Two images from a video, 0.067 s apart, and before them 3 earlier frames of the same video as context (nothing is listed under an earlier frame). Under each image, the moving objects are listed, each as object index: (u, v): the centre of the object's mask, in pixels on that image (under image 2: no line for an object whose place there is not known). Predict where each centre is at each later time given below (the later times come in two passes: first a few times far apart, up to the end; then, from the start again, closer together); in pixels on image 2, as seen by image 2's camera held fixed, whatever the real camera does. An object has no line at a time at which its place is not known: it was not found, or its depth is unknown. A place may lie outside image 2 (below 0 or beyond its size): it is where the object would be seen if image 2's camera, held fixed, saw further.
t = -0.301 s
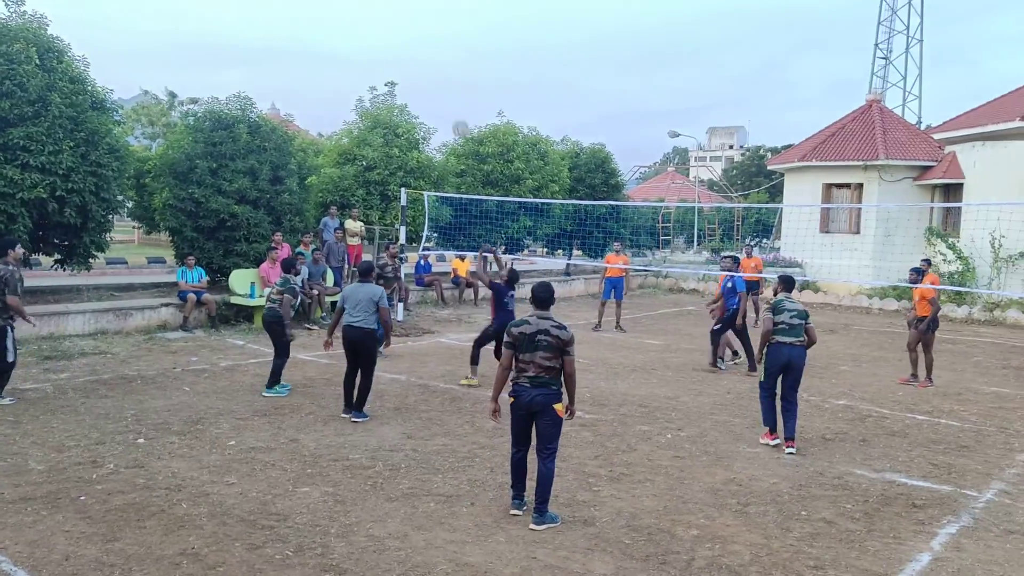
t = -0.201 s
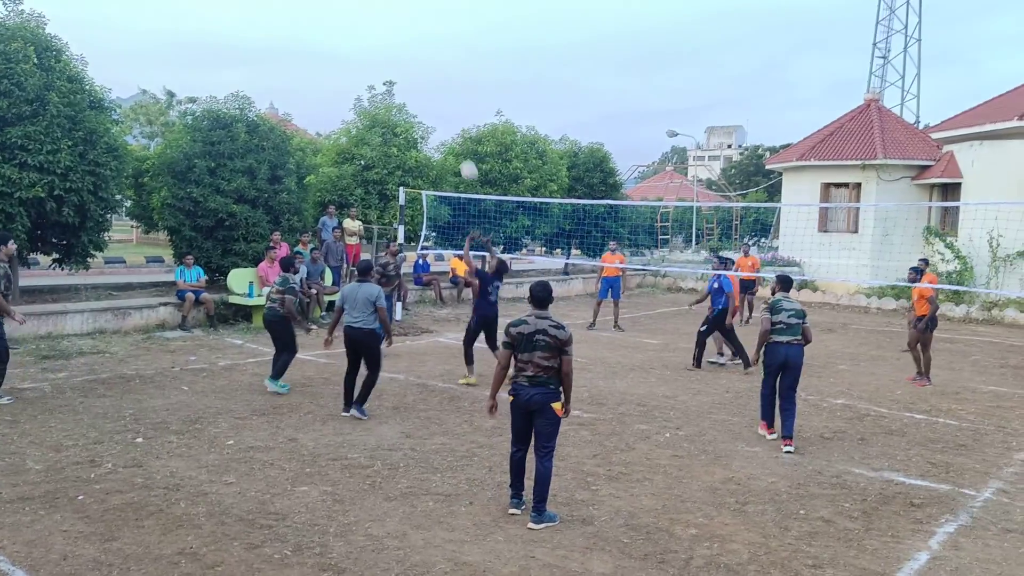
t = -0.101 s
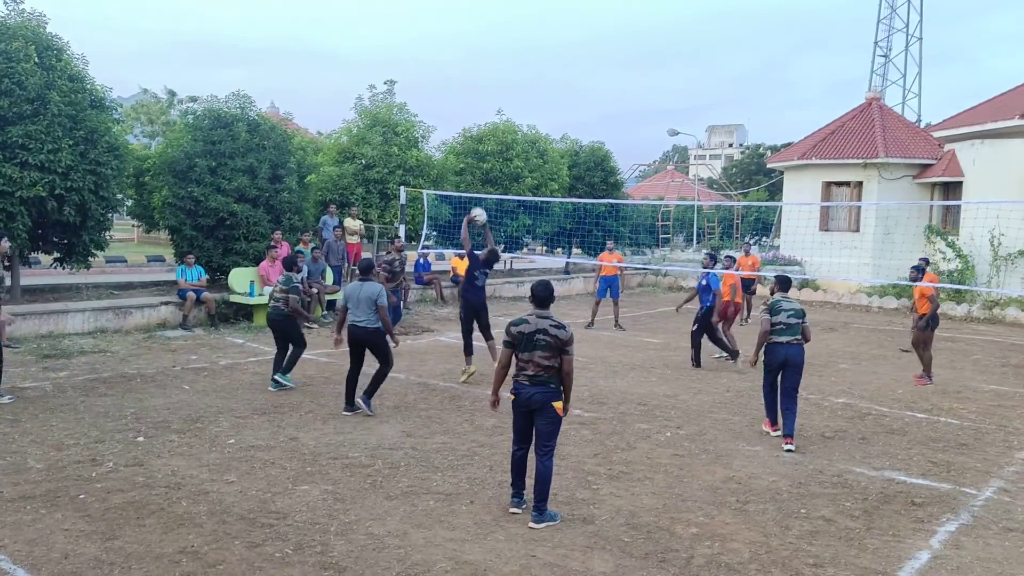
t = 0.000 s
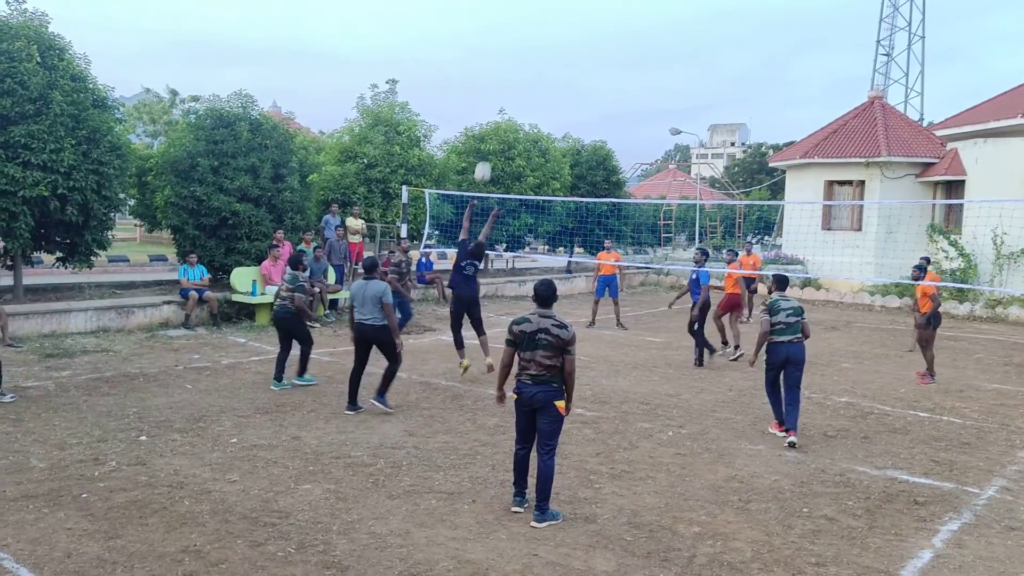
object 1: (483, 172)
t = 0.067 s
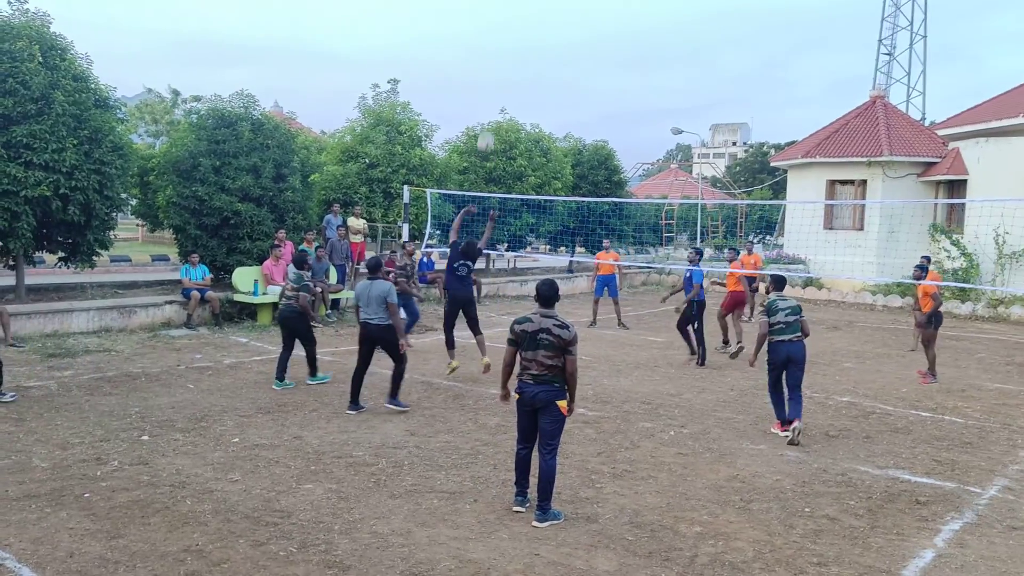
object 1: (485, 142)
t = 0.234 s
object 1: (487, 83)
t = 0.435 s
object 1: (488, 42)
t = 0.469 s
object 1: (489, 39)
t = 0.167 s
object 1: (486, 104)
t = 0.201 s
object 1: (487, 93)
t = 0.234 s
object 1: (487, 83)
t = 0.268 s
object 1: (487, 74)
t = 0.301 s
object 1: (488, 66)
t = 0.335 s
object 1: (488, 59)
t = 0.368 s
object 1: (488, 52)
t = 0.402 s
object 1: (488, 47)
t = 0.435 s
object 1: (488, 42)
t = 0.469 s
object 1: (489, 39)
